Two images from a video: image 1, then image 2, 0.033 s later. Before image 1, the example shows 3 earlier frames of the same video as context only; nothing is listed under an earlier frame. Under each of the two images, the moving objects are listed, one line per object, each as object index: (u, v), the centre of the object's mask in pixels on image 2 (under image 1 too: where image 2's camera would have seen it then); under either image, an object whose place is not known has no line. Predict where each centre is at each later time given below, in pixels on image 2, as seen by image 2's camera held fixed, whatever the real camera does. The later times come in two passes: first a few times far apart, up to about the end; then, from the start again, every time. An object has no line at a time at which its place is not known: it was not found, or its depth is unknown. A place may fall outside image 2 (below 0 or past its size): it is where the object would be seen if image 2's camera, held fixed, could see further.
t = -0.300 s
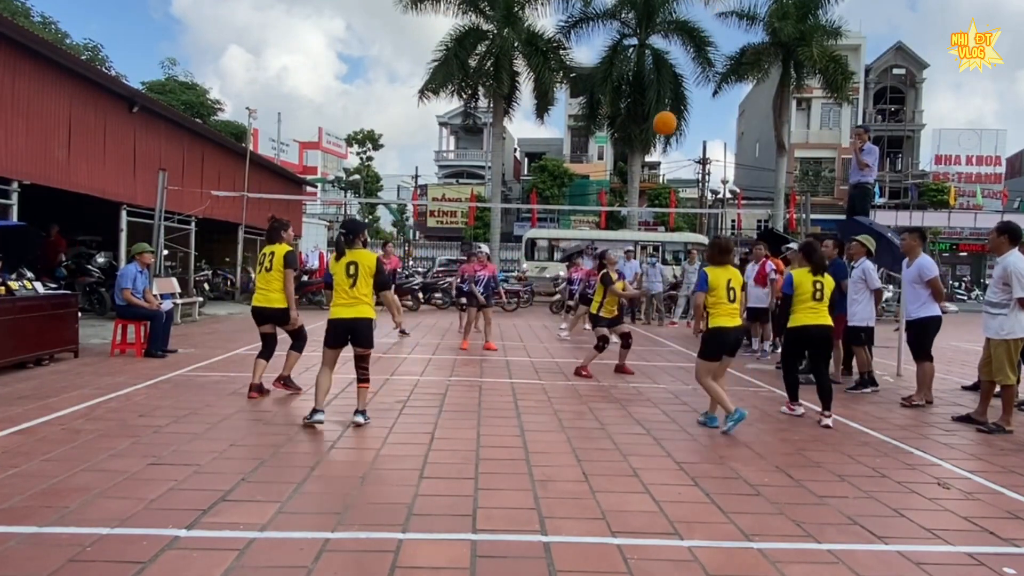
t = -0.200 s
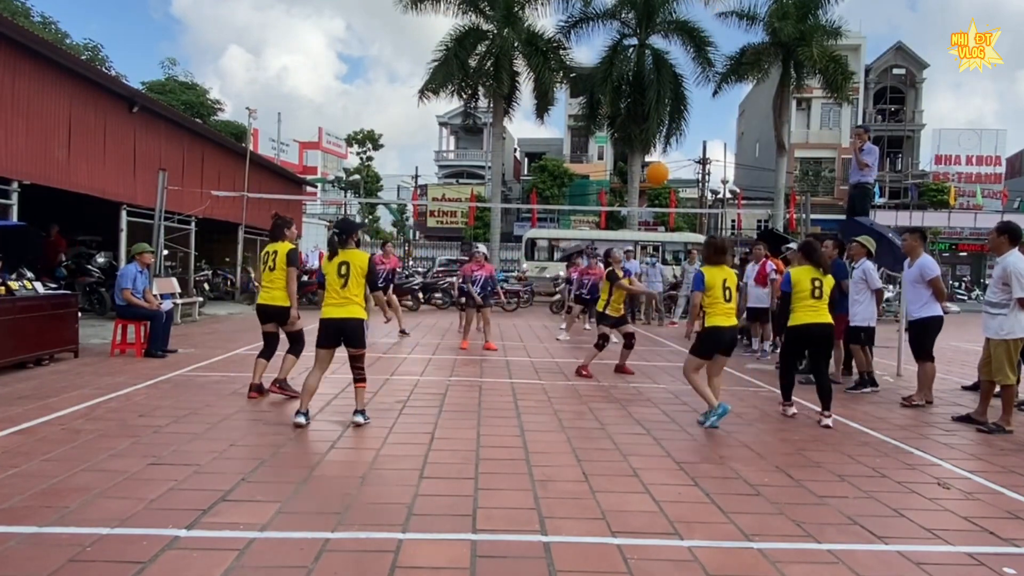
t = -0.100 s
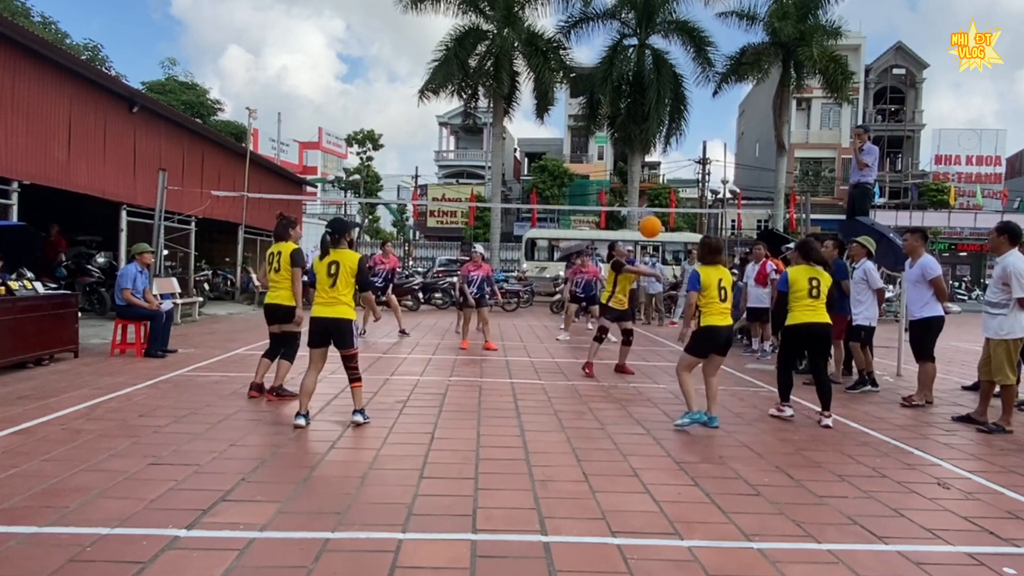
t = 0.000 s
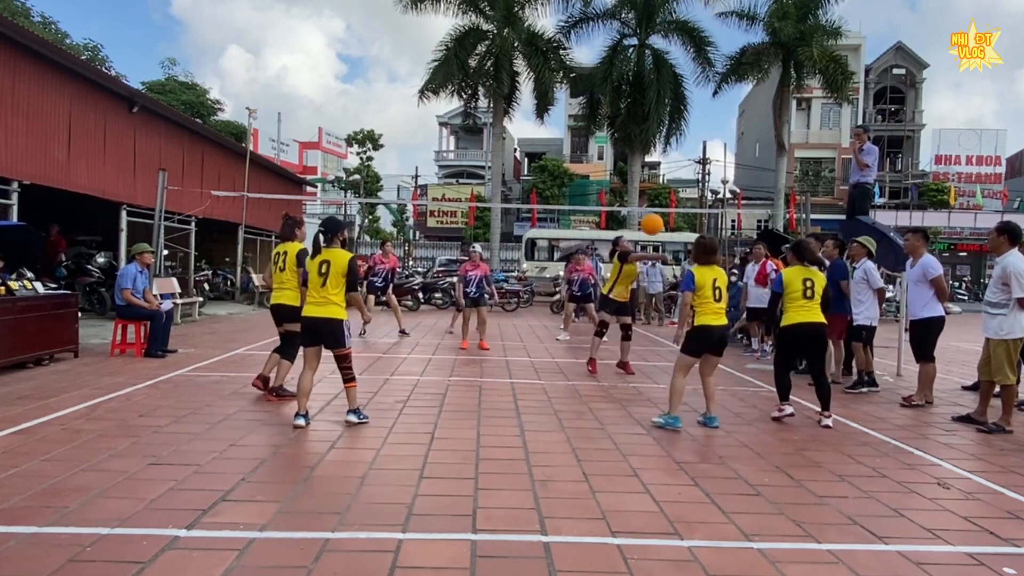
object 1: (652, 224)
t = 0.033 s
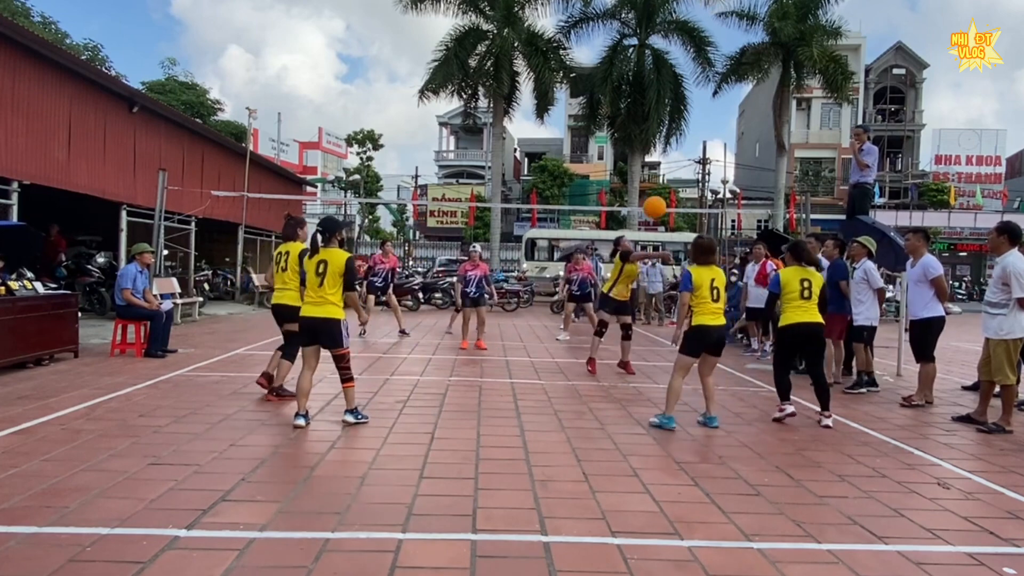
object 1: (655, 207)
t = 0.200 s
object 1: (668, 135)
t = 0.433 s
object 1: (686, 73)
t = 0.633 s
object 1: (701, 60)
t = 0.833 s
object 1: (714, 85)
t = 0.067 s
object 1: (657, 191)
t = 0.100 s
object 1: (660, 176)
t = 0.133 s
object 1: (663, 161)
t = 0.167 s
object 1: (665, 147)
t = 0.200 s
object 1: (668, 135)
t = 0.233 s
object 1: (670, 123)
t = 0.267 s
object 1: (673, 112)
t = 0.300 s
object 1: (676, 103)
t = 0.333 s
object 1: (678, 94)
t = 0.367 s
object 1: (681, 86)
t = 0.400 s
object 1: (683, 79)
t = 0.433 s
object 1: (686, 73)
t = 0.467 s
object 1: (688, 69)
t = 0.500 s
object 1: (691, 65)
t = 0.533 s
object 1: (694, 62)
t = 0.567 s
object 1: (696, 60)
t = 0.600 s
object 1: (699, 60)
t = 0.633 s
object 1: (701, 60)
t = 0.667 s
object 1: (703, 62)
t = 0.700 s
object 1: (706, 64)
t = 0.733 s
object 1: (708, 68)
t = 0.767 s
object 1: (710, 73)
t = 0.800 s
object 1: (713, 79)
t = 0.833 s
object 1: (714, 85)
